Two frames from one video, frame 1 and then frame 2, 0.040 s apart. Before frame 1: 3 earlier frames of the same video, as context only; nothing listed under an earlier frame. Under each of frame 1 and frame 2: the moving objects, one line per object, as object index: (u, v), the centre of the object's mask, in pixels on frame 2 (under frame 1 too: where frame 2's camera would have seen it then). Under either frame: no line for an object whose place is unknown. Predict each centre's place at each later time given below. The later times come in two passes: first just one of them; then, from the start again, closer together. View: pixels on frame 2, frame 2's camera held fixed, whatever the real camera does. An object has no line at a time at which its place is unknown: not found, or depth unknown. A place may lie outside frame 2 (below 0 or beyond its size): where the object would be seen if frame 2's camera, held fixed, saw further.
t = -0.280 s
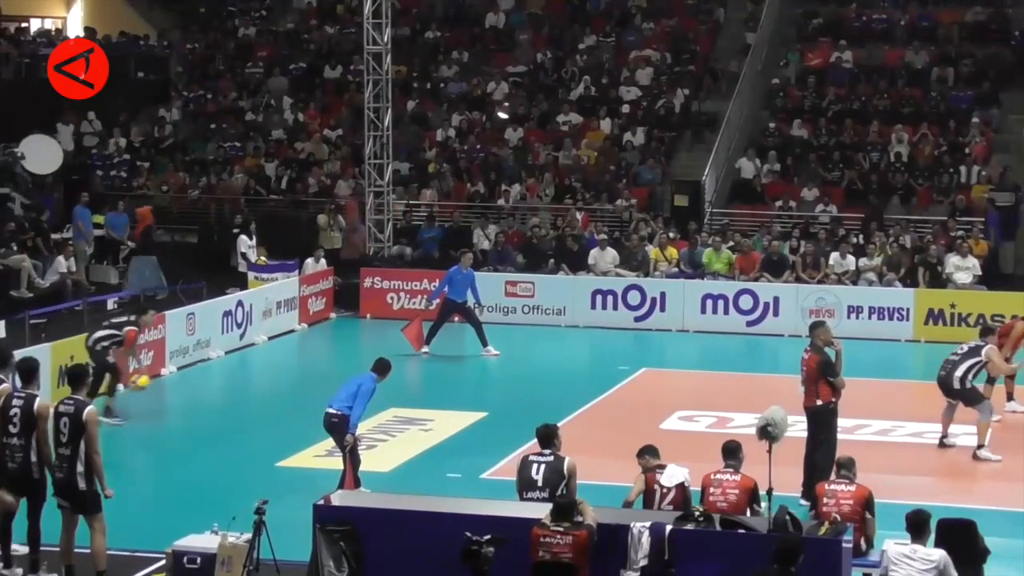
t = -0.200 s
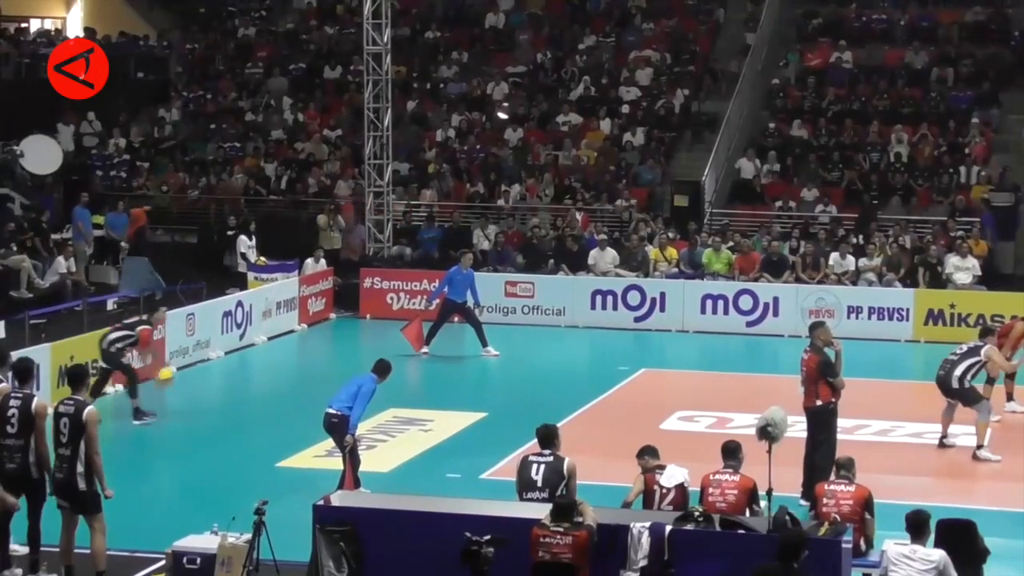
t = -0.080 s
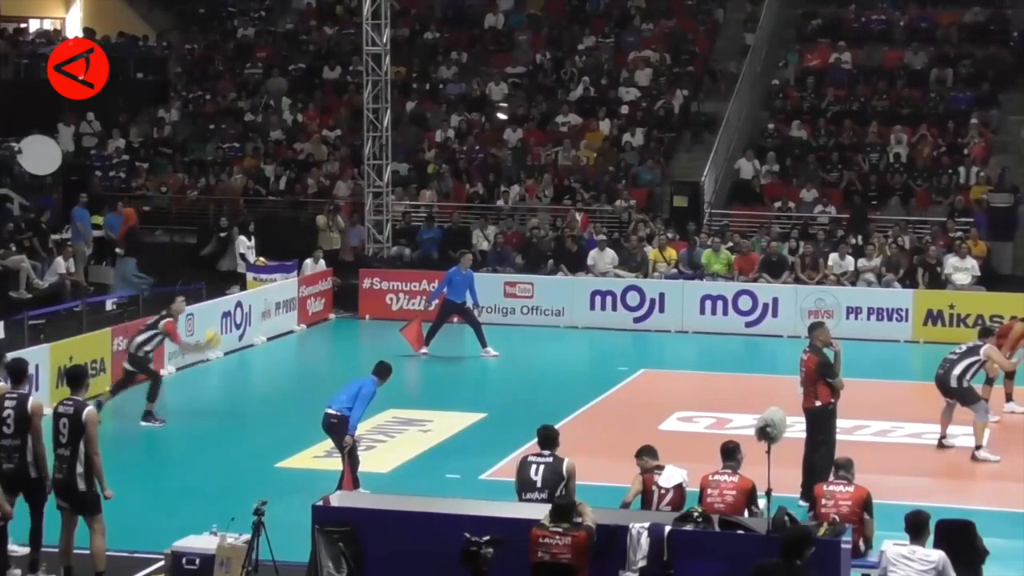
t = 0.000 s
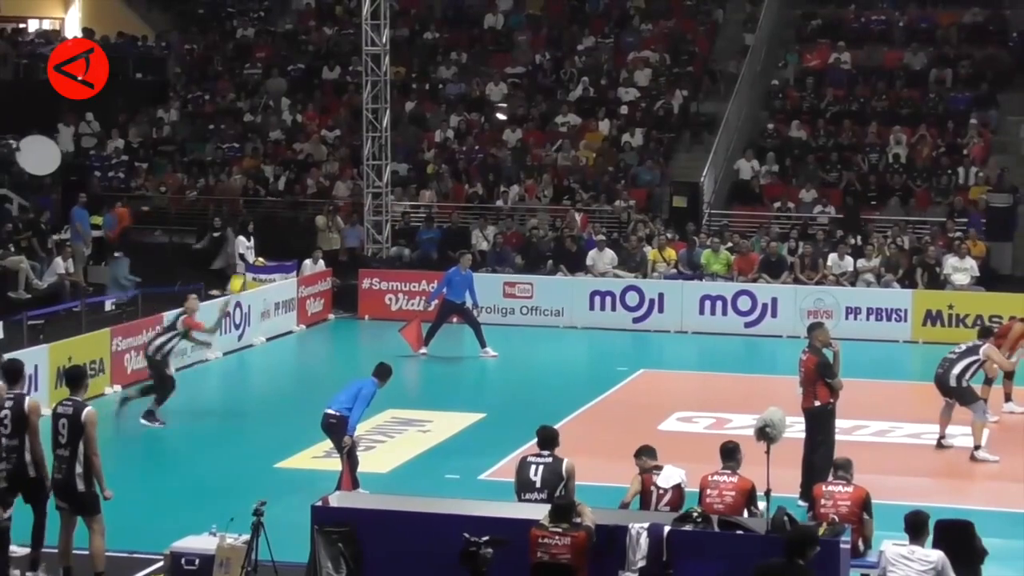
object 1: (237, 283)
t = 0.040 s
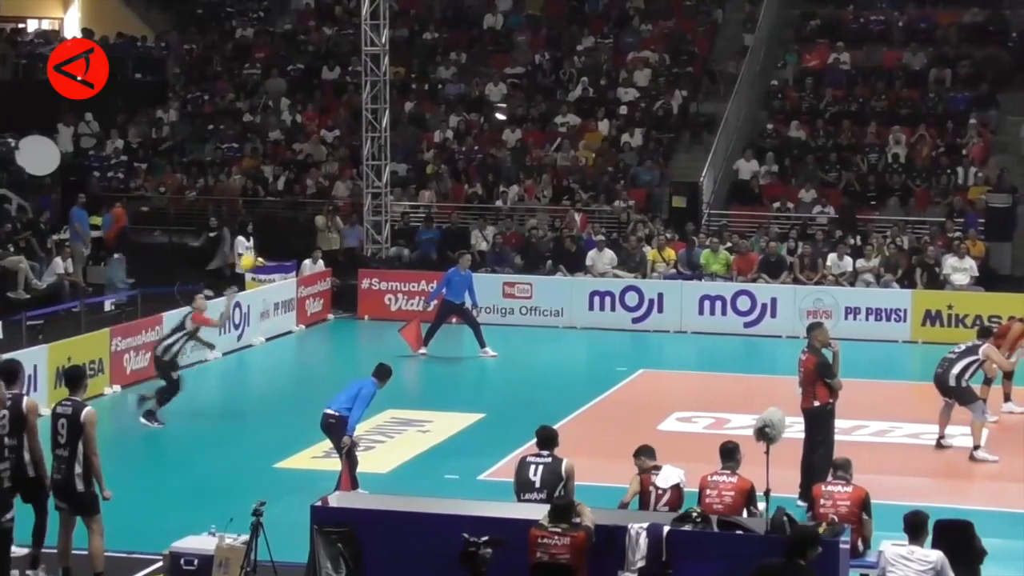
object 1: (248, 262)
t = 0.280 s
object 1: (313, 141)
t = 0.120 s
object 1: (268, 216)
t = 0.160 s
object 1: (279, 195)
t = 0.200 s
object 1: (291, 176)
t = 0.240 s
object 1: (301, 158)
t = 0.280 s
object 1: (313, 141)
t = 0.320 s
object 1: (324, 127)
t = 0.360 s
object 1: (334, 113)
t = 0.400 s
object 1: (345, 101)
